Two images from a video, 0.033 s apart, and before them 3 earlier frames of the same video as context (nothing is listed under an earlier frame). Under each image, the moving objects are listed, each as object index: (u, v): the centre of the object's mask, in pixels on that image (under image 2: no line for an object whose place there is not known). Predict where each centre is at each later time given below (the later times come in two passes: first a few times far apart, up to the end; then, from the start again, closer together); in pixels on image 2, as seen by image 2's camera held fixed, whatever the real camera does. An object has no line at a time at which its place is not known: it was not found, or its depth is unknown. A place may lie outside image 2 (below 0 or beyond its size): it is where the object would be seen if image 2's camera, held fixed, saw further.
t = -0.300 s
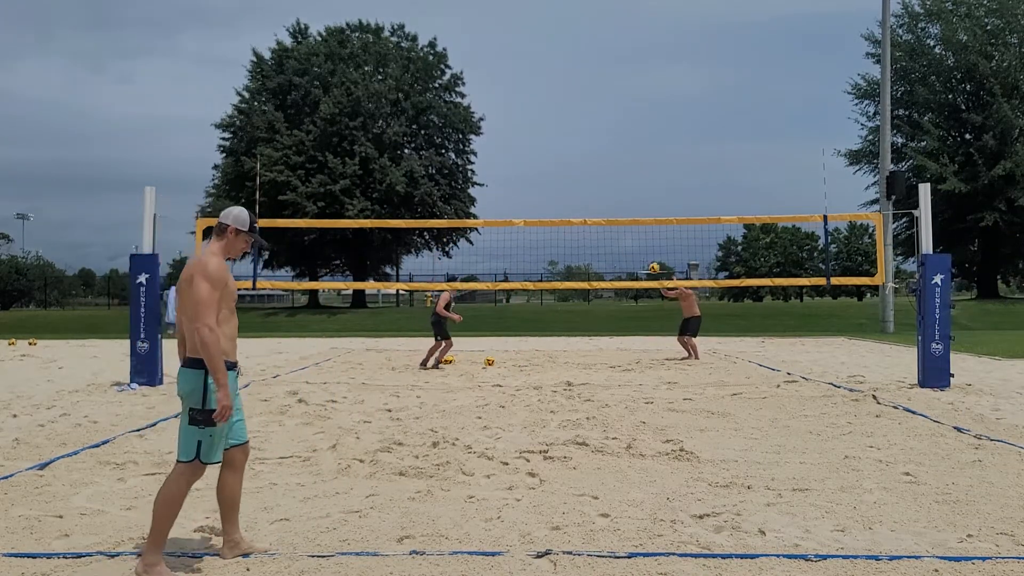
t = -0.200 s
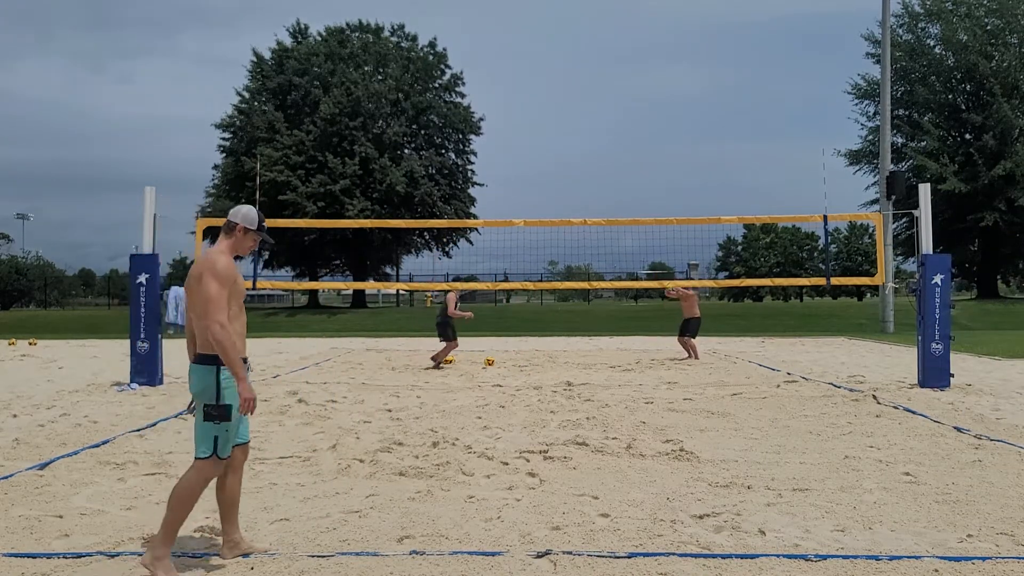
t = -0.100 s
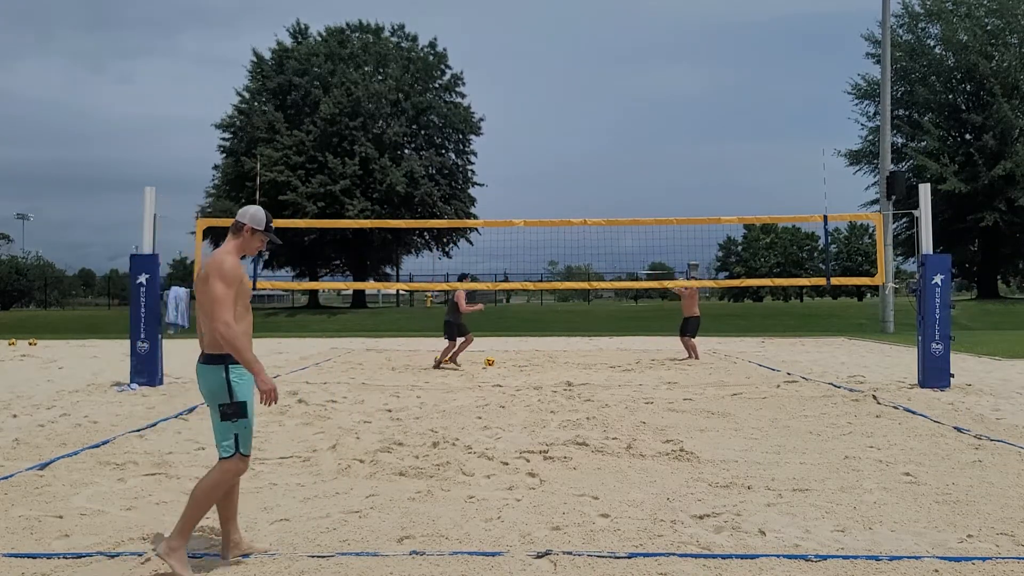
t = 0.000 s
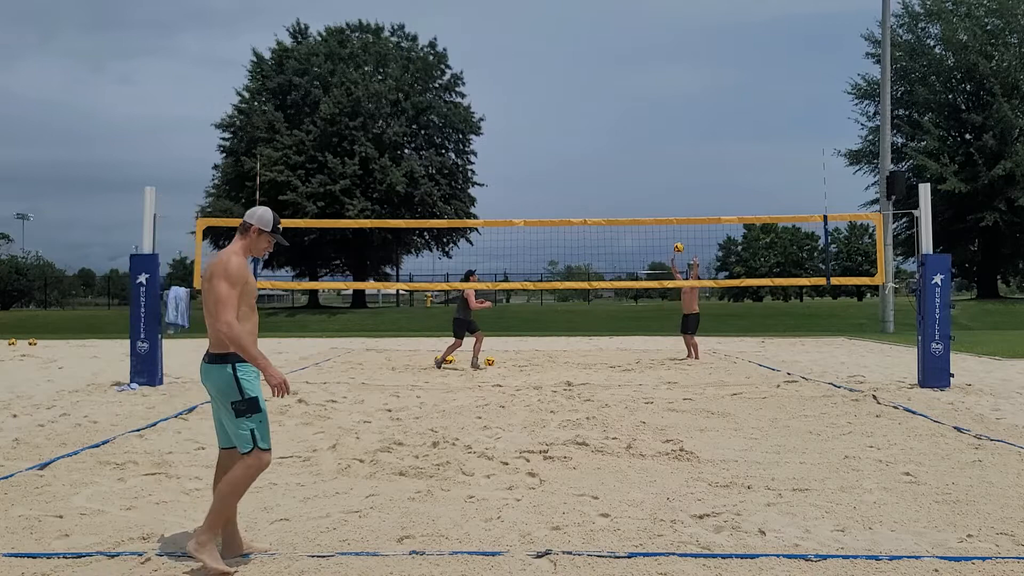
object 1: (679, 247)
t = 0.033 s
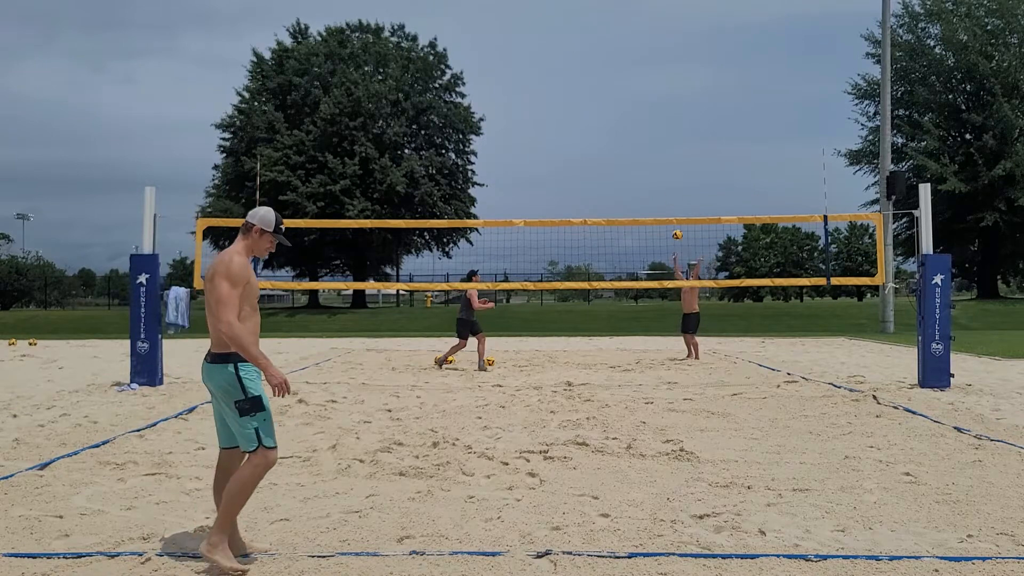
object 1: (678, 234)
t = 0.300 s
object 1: (667, 151)
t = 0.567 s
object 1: (655, 104)
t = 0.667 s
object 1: (650, 97)
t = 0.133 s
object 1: (674, 199)
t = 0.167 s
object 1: (672, 188)
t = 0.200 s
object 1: (675, 177)
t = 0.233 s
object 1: (671, 168)
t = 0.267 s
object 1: (669, 159)
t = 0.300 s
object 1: (667, 151)
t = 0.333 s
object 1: (666, 143)
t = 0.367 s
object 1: (665, 136)
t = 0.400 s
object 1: (663, 129)
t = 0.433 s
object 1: (661, 123)
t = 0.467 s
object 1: (660, 117)
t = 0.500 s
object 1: (658, 112)
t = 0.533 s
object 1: (657, 108)
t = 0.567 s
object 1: (655, 104)
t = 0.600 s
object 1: (653, 101)
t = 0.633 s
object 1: (652, 98)
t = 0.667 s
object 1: (650, 97)
